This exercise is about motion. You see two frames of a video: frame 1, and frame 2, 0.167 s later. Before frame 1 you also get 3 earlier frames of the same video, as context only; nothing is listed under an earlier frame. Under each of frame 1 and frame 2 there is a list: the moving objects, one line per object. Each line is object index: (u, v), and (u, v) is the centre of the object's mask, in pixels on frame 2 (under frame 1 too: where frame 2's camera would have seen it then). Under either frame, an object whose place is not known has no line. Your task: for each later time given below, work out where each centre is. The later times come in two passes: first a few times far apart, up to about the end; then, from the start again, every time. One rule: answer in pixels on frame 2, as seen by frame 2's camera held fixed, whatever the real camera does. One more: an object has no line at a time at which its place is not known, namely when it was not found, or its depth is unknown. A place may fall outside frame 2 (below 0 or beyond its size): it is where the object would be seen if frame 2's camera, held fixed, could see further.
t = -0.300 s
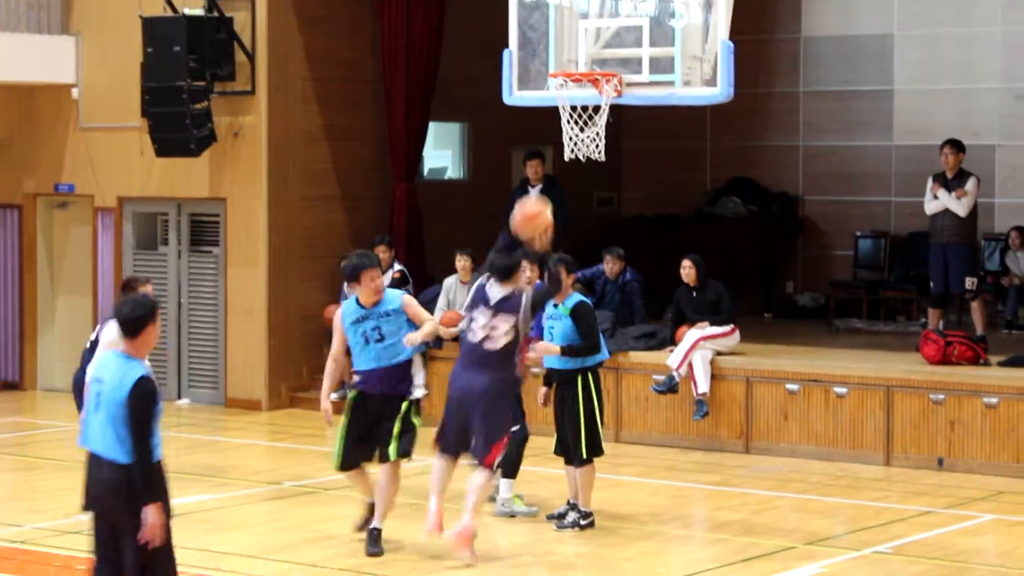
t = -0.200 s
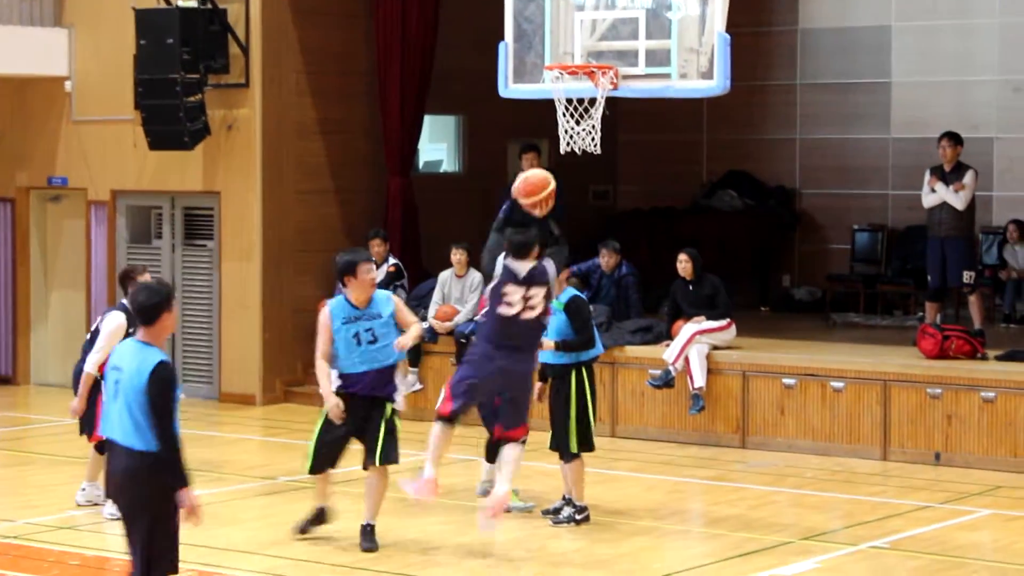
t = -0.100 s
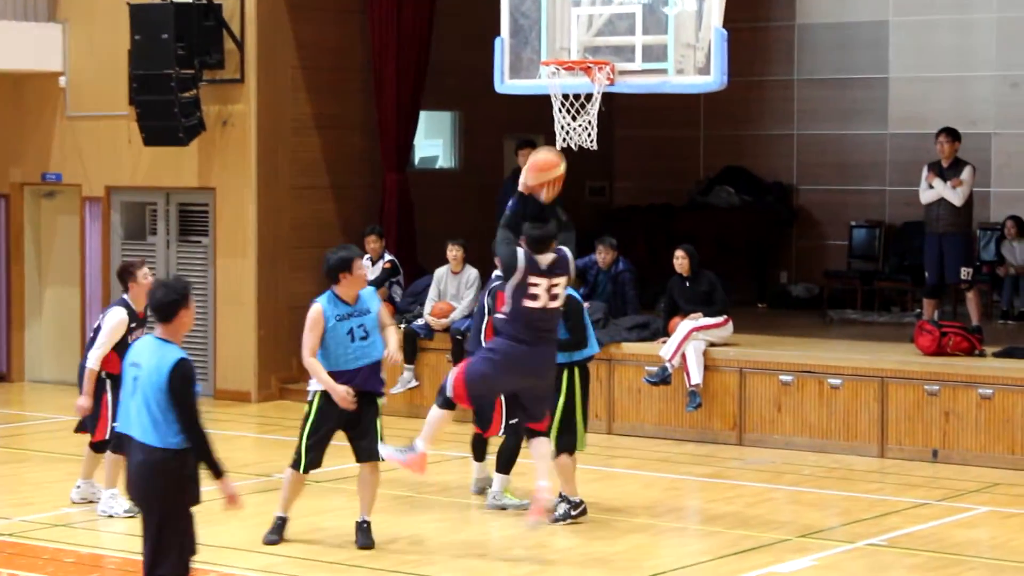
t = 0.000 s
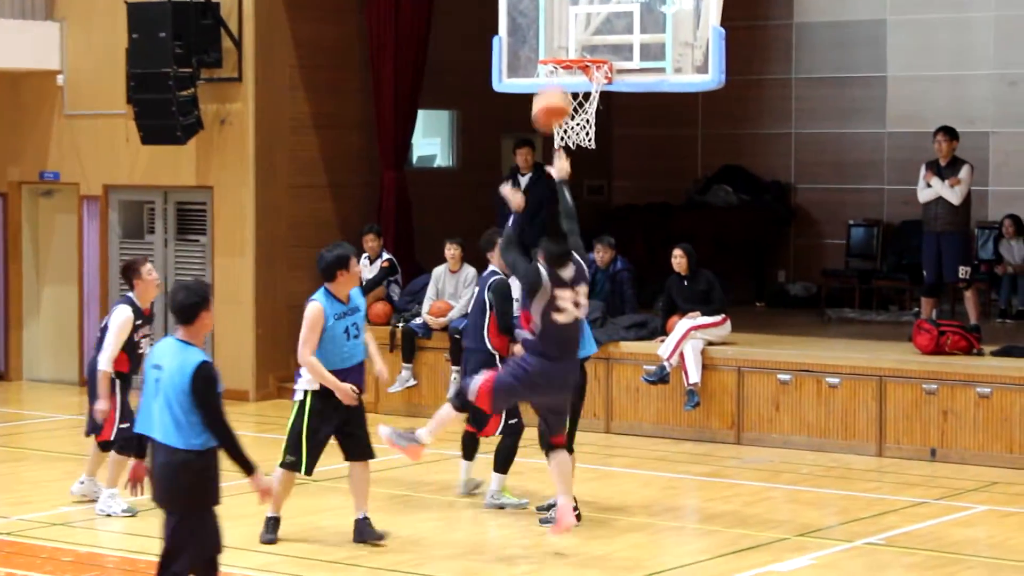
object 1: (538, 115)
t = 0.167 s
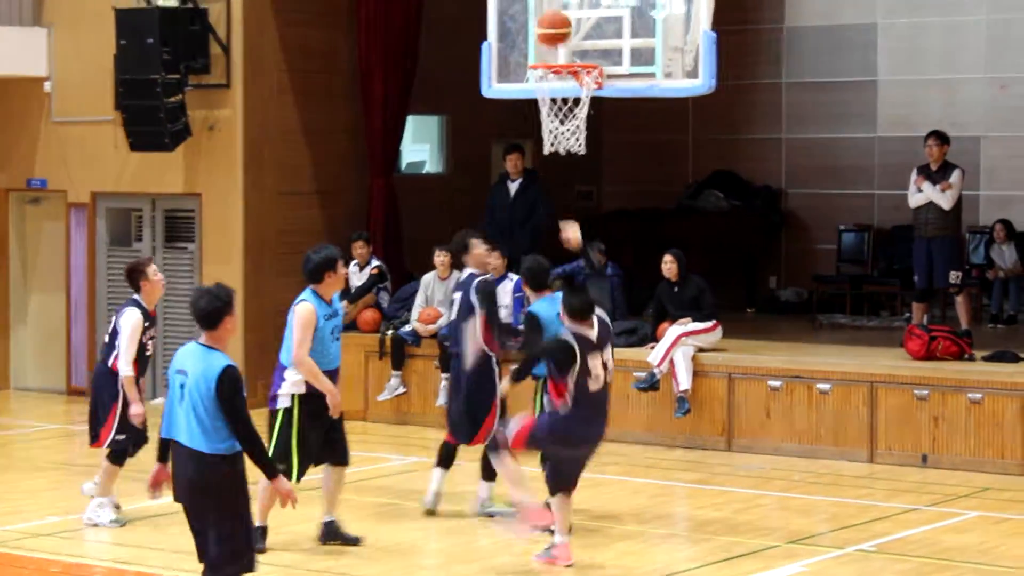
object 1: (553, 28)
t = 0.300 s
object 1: (560, 3)
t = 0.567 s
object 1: (576, 9)
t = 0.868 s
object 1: (523, 42)
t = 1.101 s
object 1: (439, 88)
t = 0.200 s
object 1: (555, 17)
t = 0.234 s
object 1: (557, 10)
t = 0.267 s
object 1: (558, 6)
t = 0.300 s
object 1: (560, 3)
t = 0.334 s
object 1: (563, 0)
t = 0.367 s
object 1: (565, -2)
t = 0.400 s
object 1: (566, -3)
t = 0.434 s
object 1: (568, -3)
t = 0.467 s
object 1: (570, -3)
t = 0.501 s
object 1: (572, -2)
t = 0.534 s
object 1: (574, 1)
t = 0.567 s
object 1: (576, 9)
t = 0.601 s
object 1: (578, 17)
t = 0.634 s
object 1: (579, 27)
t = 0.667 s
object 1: (582, 41)
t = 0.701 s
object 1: (583, 51)
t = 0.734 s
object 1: (575, 51)
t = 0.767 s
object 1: (562, 47)
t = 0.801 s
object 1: (548, 44)
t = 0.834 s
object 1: (535, 42)
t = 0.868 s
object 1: (523, 42)
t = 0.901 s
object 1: (512, 43)
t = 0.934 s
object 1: (500, 46)
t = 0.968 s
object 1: (487, 52)
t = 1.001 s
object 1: (473, 59)
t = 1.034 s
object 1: (462, 68)
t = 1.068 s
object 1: (451, 77)
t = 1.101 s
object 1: (439, 88)
